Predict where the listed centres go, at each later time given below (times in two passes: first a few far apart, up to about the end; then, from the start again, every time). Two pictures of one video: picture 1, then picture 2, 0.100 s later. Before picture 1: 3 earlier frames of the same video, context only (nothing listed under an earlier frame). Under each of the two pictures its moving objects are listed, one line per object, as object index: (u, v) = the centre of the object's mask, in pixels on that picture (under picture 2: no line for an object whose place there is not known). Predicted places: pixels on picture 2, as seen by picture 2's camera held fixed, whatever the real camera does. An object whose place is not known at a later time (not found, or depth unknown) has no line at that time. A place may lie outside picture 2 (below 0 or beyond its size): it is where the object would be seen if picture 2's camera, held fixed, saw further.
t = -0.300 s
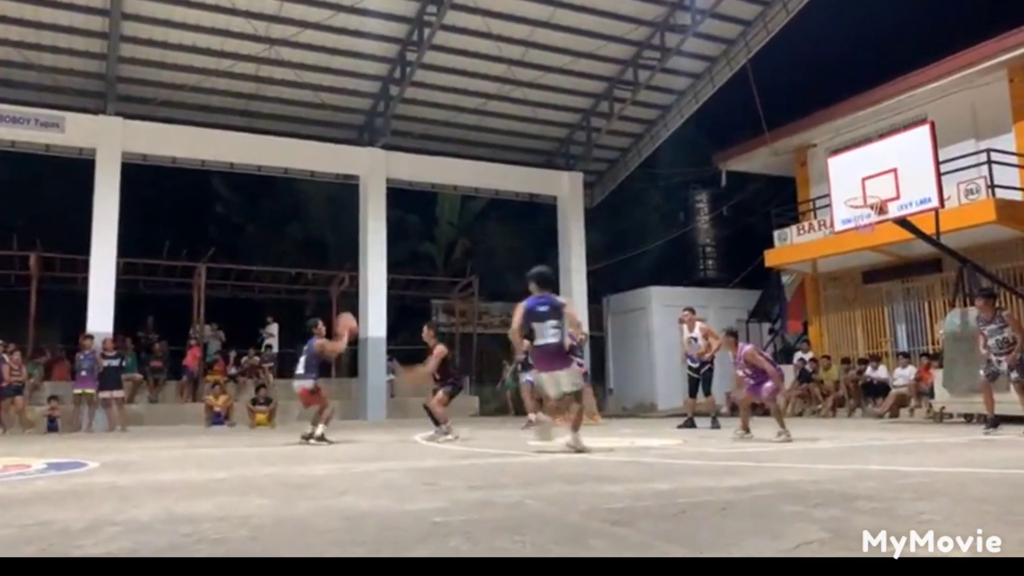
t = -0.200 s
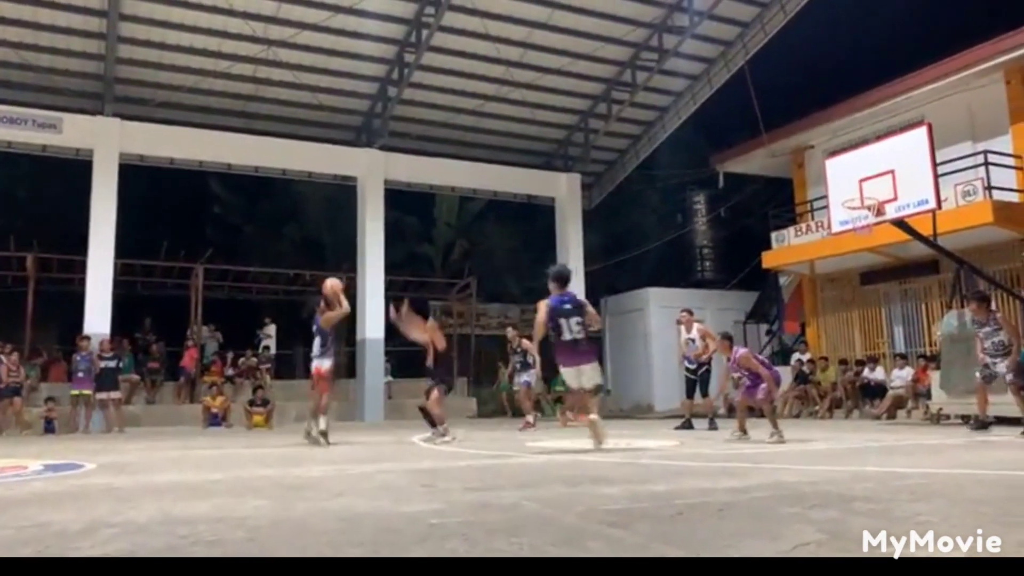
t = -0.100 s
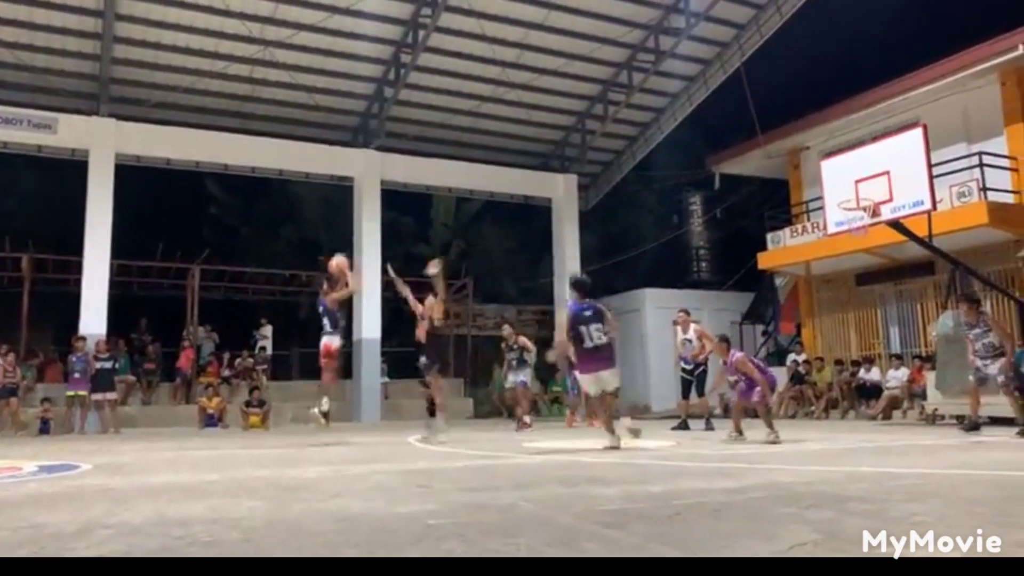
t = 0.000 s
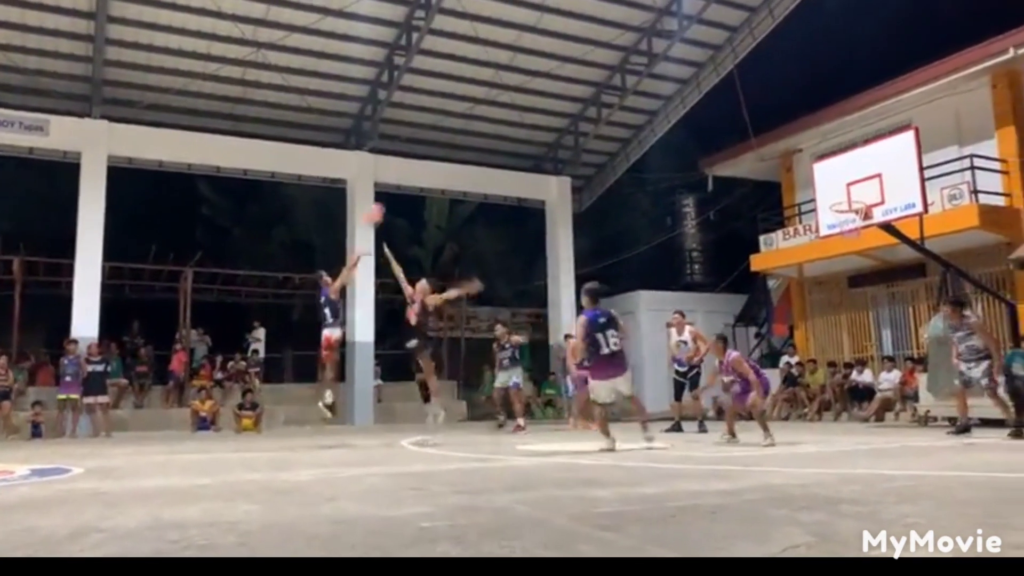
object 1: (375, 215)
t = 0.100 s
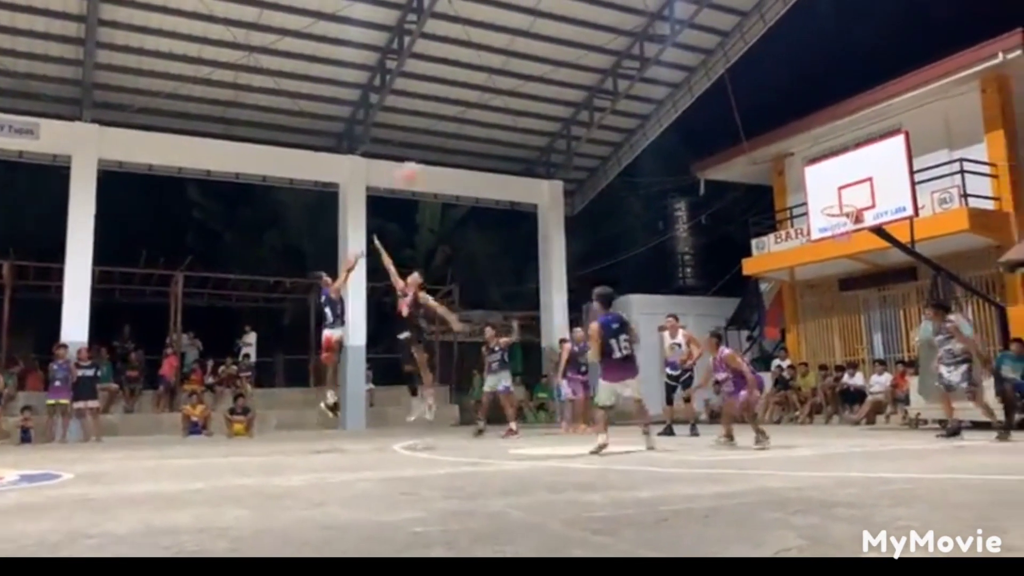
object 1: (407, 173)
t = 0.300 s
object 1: (491, 107)
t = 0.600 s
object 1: (605, 67)
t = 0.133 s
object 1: (423, 158)
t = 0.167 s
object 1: (436, 147)
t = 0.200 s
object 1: (450, 136)
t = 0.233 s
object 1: (464, 125)
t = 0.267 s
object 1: (477, 115)
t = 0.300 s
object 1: (491, 107)
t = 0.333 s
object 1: (503, 100)
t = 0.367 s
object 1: (516, 91)
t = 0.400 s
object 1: (530, 86)
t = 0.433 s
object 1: (542, 80)
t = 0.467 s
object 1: (554, 76)
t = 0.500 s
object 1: (566, 72)
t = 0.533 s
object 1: (580, 68)
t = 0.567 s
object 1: (592, 67)
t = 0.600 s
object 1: (605, 67)
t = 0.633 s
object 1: (617, 66)
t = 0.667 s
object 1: (629, 66)
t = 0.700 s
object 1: (641, 67)
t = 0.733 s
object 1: (652, 69)
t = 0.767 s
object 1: (663, 71)
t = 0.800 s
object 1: (678, 74)
